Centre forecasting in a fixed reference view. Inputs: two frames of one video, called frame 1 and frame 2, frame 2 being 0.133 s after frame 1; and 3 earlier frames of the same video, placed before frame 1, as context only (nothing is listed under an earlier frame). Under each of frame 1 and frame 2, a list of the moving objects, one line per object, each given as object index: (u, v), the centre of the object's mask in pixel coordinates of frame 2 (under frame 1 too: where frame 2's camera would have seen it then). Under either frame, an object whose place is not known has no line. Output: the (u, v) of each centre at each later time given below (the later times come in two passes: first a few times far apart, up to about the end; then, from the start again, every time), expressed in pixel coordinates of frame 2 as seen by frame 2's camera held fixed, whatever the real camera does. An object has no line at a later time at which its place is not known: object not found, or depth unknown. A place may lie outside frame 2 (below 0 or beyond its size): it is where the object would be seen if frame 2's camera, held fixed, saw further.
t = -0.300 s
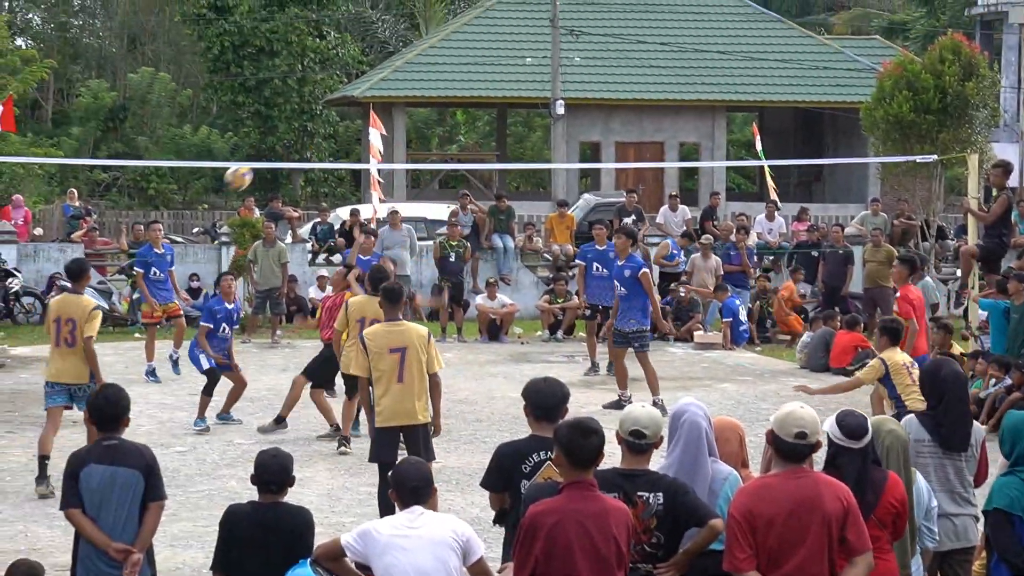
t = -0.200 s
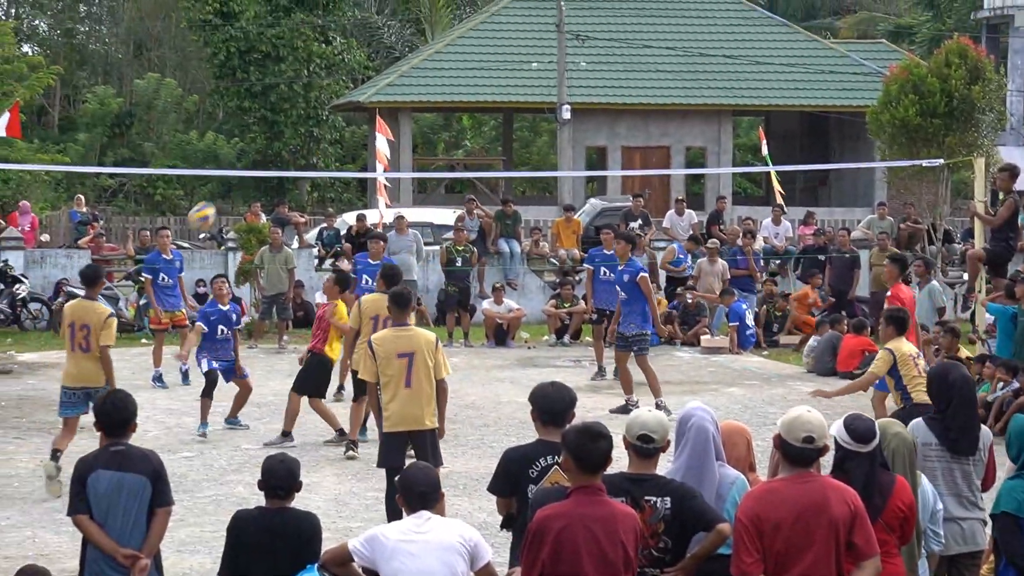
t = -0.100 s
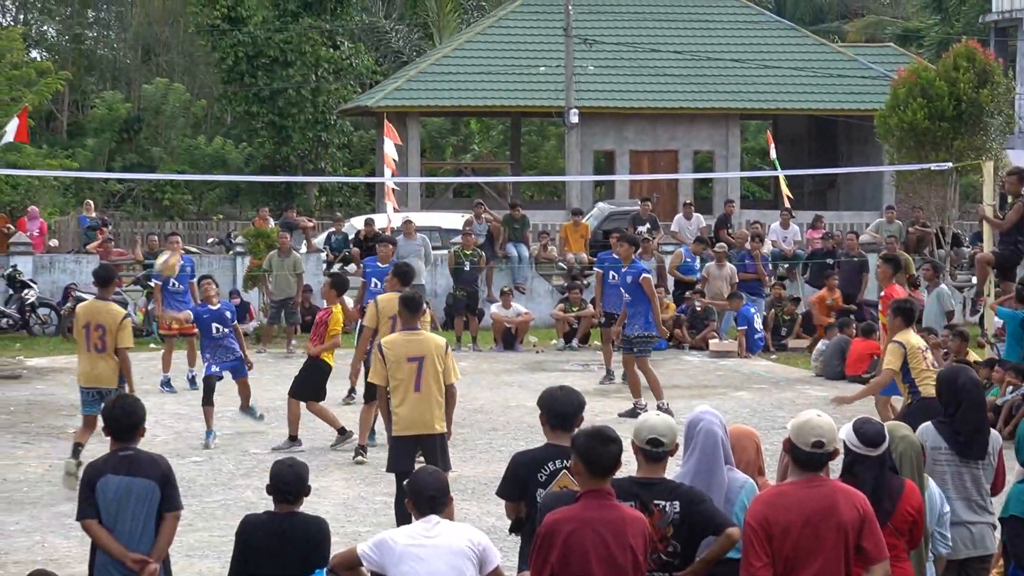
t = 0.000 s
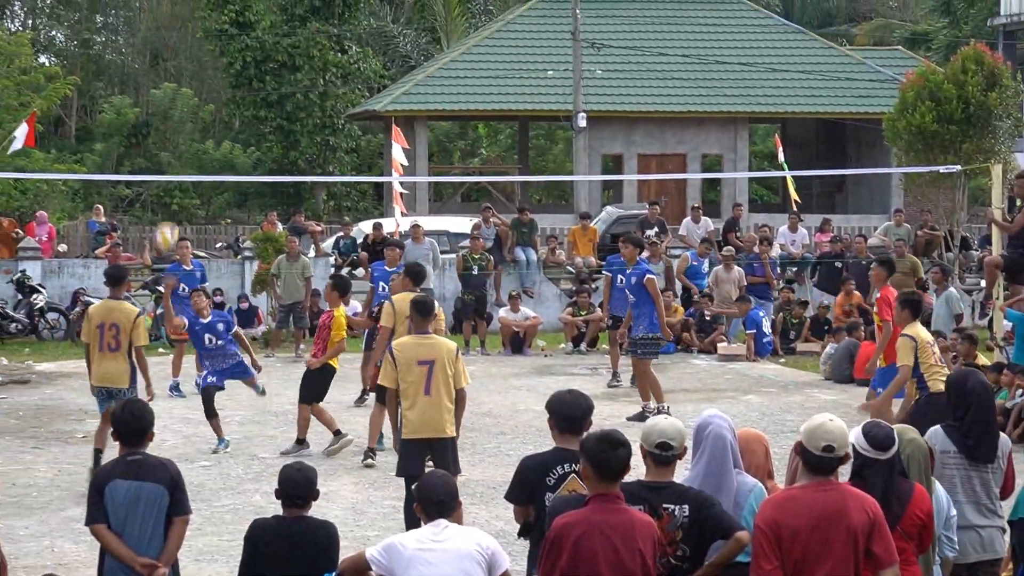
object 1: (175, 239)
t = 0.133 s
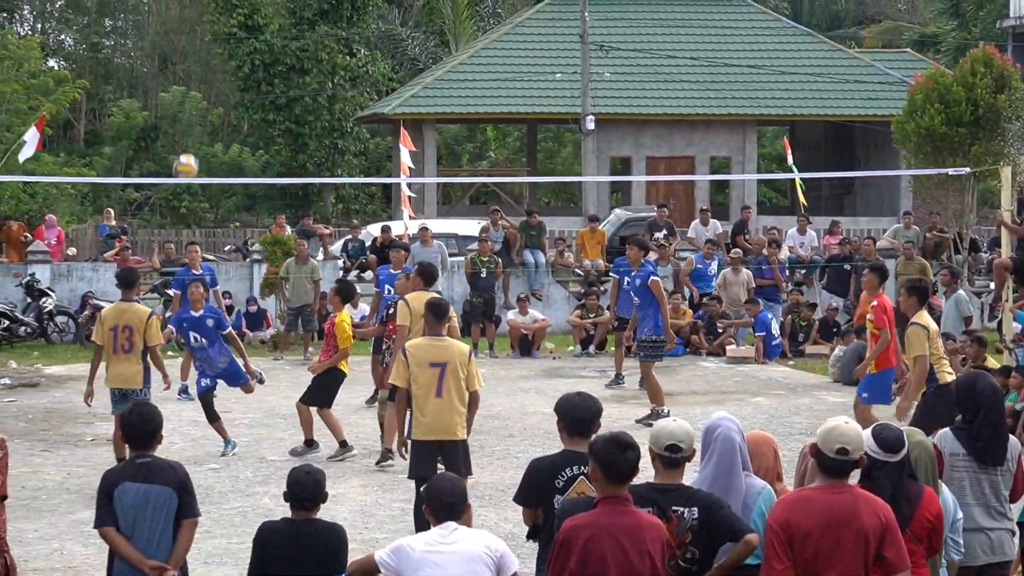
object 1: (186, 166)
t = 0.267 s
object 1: (198, 117)
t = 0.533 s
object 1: (218, 80)
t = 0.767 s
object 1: (234, 108)
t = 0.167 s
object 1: (189, 153)
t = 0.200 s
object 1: (191, 141)
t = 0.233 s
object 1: (194, 128)
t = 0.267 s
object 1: (198, 117)
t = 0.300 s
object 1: (200, 108)
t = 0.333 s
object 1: (203, 100)
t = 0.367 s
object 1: (205, 94)
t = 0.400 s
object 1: (208, 89)
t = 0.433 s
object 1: (210, 85)
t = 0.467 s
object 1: (213, 82)
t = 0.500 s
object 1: (215, 80)
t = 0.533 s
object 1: (218, 80)
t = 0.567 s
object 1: (220, 80)
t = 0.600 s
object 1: (223, 82)
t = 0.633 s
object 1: (225, 84)
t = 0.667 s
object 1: (227, 89)
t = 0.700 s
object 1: (230, 95)
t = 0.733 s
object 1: (232, 101)
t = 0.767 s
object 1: (234, 108)
